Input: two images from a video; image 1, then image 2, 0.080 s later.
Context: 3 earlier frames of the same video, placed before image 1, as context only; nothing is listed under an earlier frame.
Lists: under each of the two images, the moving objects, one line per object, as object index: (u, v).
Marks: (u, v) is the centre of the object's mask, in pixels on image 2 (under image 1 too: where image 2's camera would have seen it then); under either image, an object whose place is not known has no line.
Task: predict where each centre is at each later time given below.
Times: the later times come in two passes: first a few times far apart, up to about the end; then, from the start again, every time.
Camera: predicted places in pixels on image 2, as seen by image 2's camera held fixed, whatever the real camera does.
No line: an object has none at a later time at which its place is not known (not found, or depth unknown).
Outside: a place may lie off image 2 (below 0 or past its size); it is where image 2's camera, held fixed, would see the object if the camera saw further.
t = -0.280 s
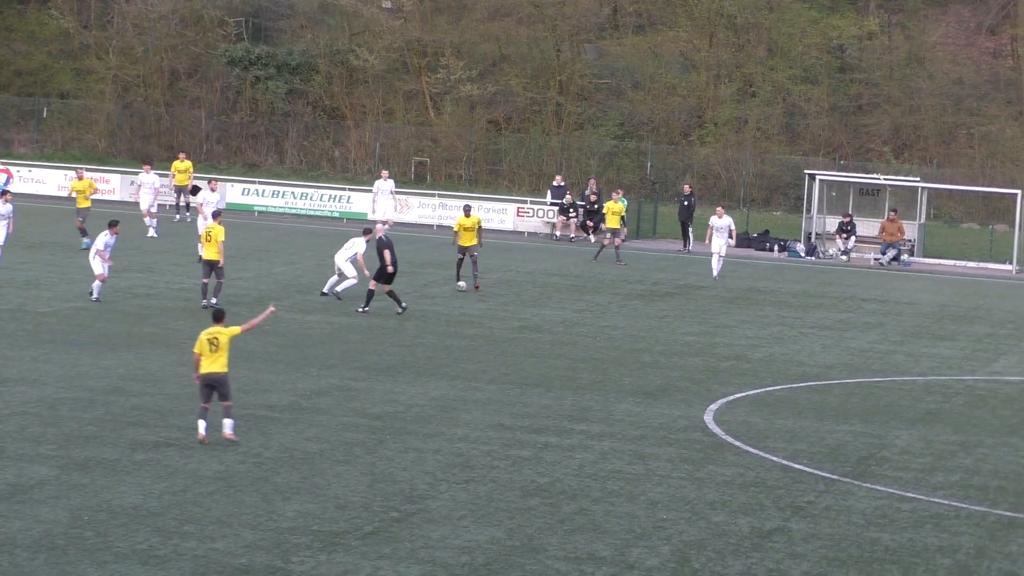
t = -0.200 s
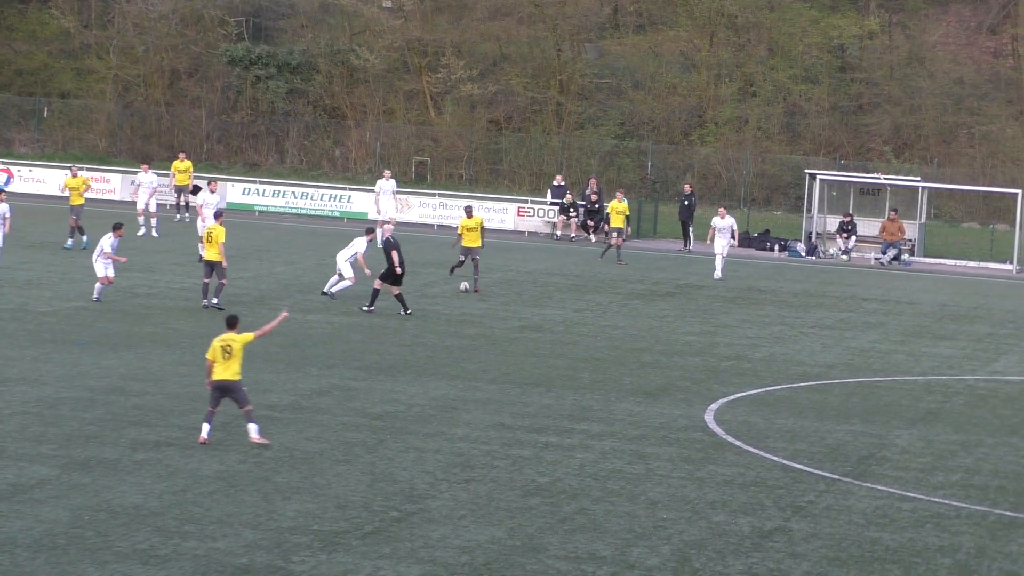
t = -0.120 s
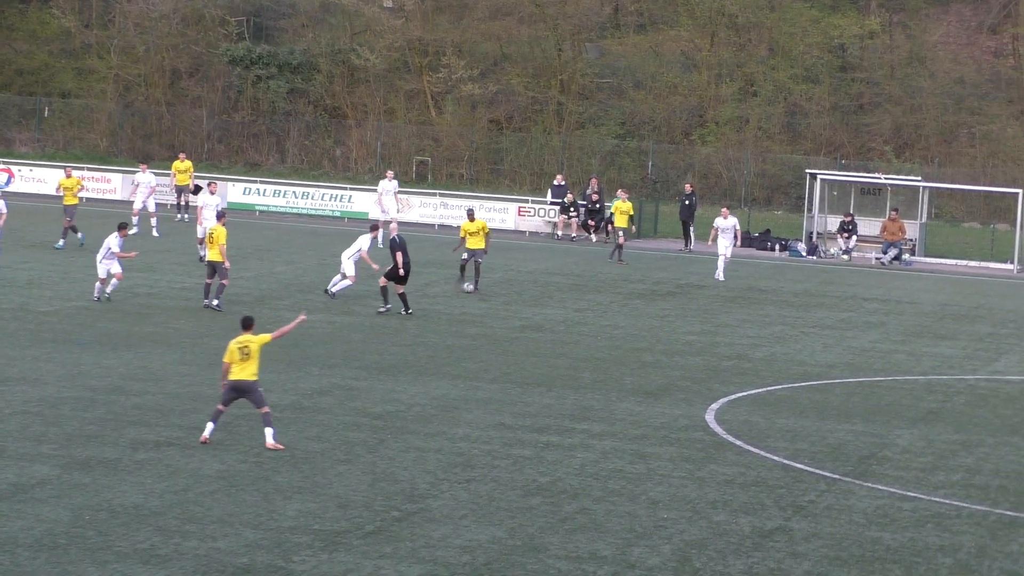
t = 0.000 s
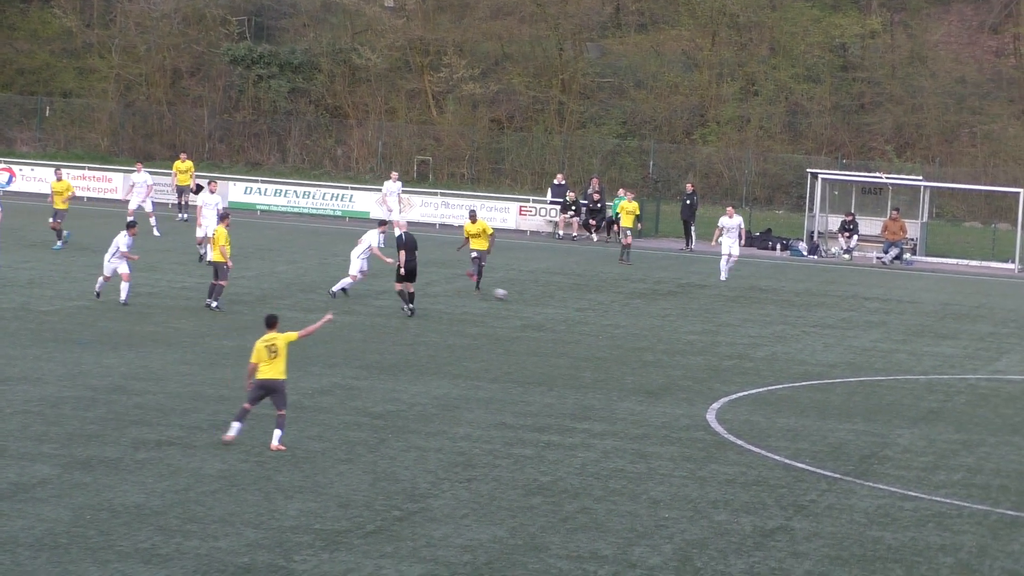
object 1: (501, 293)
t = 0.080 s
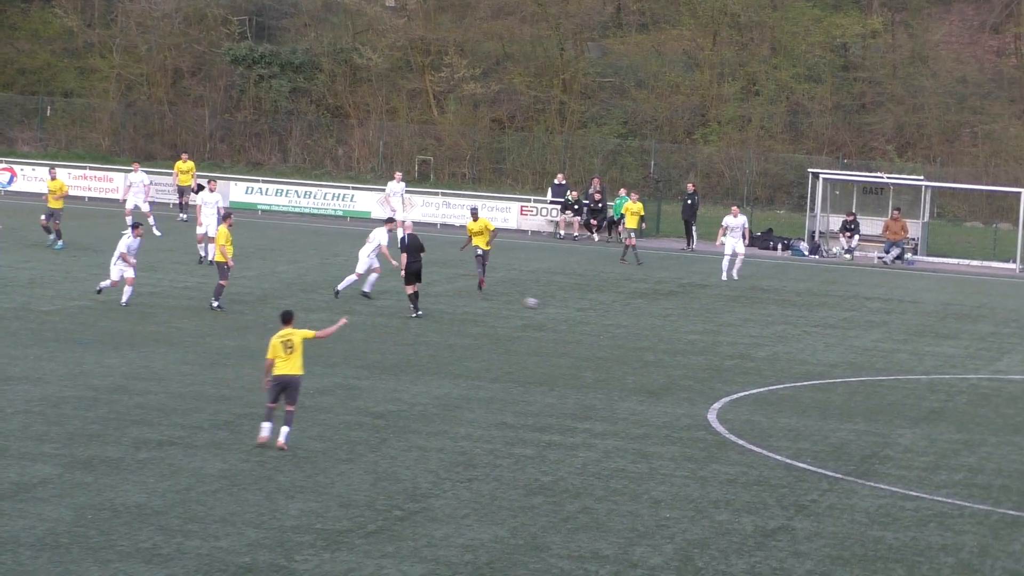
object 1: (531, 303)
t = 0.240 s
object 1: (595, 317)
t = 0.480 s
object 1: (695, 340)
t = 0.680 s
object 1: (776, 358)
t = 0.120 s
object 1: (547, 305)
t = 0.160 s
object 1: (563, 309)
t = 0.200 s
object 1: (578, 312)
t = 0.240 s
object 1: (595, 317)
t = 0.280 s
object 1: (612, 321)
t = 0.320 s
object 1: (628, 324)
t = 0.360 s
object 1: (645, 328)
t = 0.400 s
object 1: (661, 333)
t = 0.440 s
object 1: (678, 336)
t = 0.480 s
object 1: (695, 340)
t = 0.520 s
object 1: (712, 343)
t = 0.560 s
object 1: (728, 347)
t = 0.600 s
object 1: (745, 350)
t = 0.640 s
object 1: (761, 354)
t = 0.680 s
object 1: (776, 358)
